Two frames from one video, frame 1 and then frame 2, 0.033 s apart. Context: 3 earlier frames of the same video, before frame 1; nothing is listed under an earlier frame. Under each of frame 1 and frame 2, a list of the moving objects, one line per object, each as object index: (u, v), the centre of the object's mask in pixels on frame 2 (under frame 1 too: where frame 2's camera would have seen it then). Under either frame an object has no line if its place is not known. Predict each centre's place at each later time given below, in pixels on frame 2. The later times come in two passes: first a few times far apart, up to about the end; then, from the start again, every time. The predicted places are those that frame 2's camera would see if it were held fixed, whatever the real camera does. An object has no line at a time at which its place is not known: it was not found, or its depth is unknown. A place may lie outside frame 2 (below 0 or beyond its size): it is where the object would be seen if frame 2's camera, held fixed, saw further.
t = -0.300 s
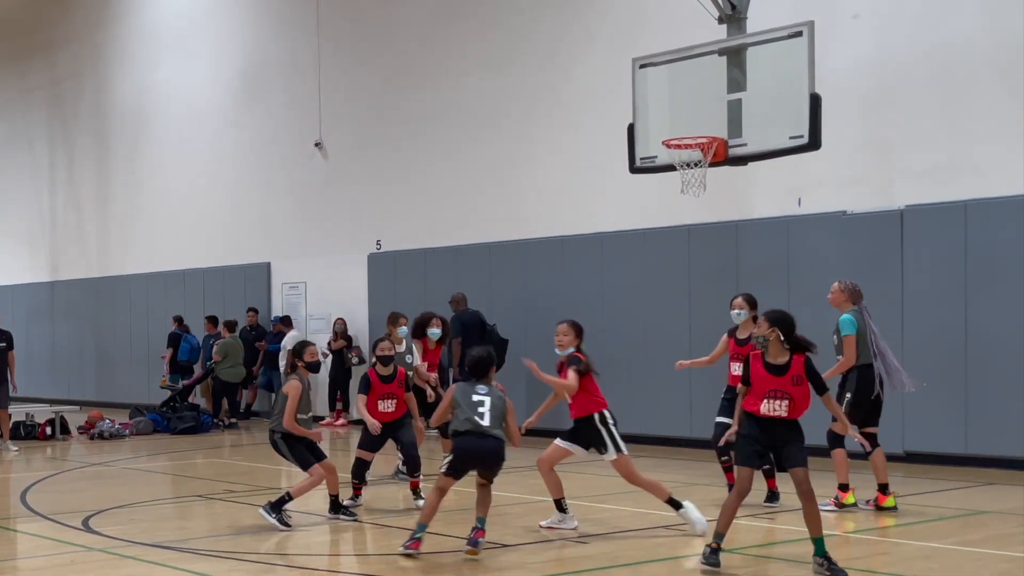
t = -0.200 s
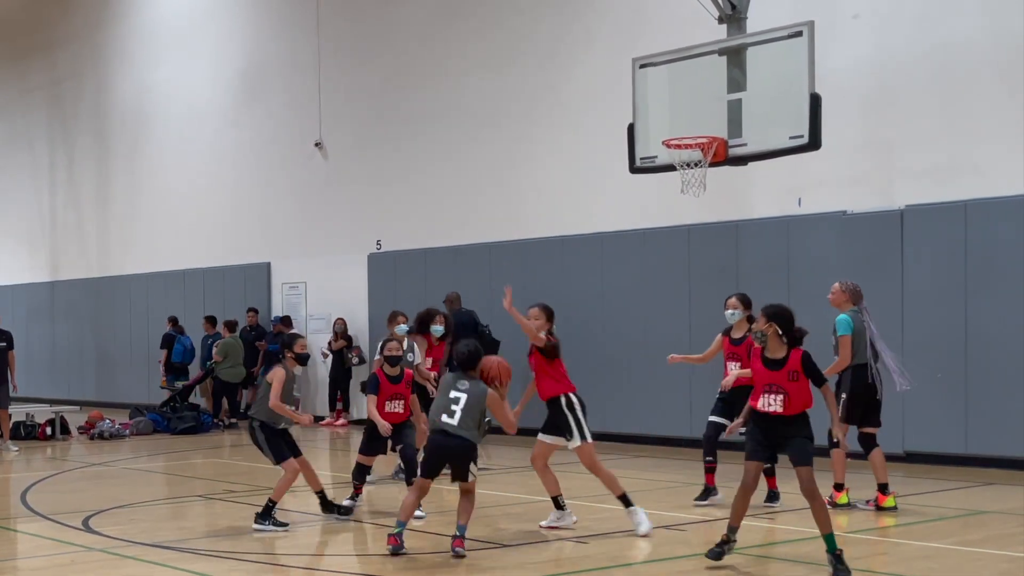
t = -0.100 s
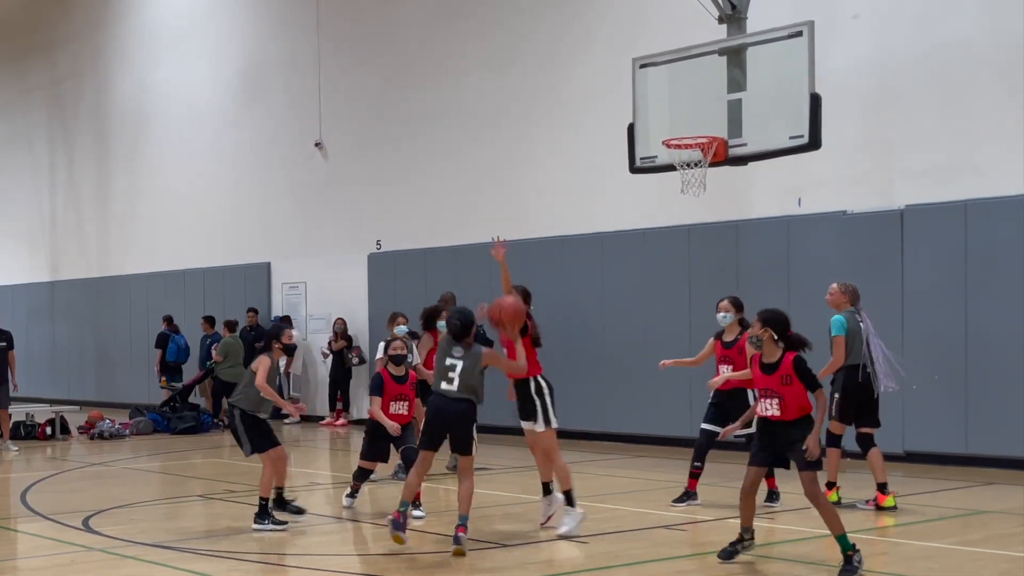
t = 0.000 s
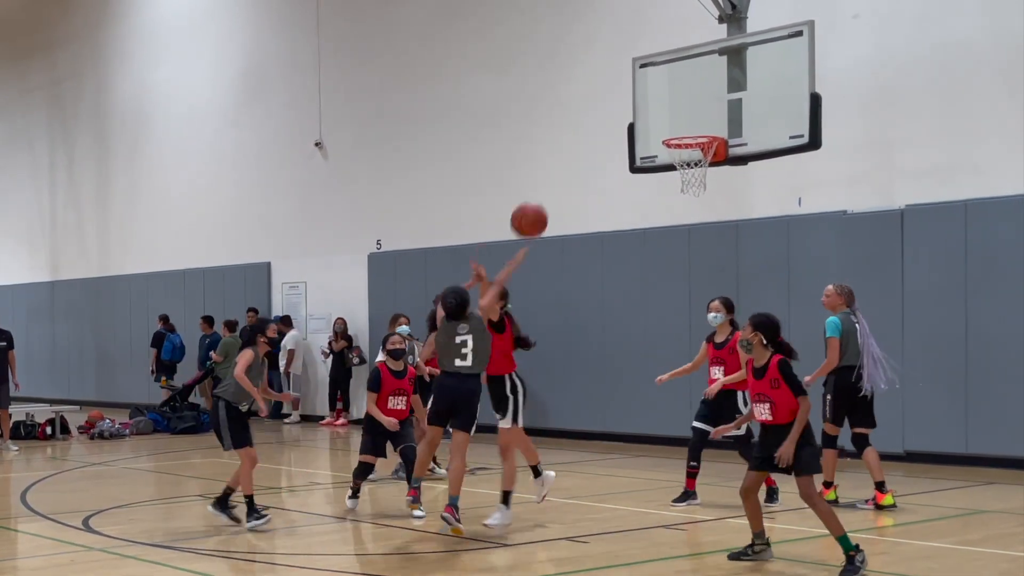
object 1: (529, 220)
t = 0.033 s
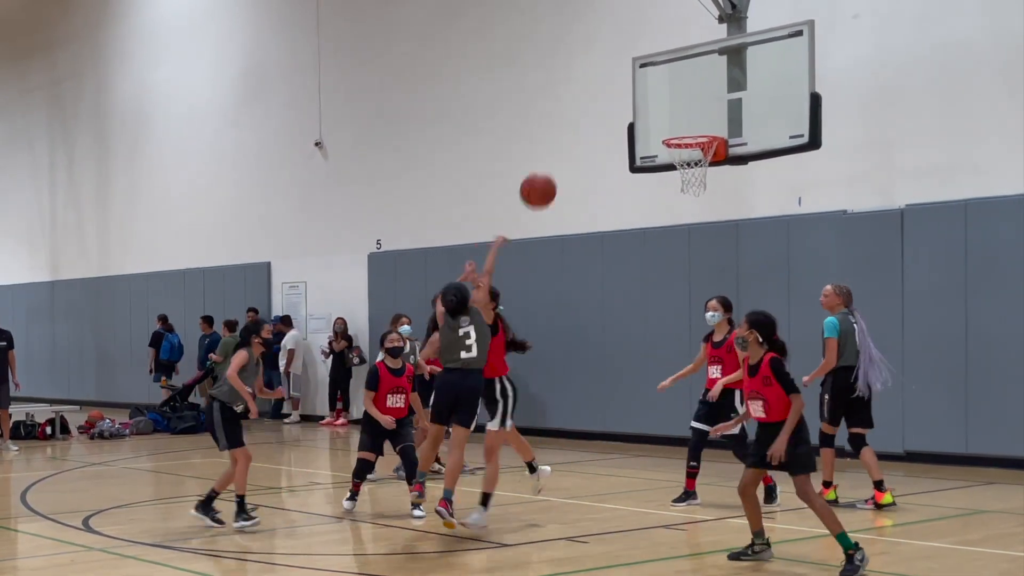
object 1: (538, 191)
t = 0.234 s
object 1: (586, 60)
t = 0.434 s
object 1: (625, 8)
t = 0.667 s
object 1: (663, 8)
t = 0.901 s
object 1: (696, 62)
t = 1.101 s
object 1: (687, 130)
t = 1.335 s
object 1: (687, 174)
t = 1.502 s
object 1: (705, 211)
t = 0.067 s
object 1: (547, 163)
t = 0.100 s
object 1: (555, 138)
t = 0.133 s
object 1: (563, 116)
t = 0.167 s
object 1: (571, 95)
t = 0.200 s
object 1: (579, 77)
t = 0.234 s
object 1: (586, 60)
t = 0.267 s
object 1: (593, 46)
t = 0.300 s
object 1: (600, 34)
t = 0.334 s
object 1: (606, 24)
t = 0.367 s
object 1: (613, 15)
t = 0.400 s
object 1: (619, 11)
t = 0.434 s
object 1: (625, 8)
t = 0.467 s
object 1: (630, 6)
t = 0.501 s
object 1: (636, 5)
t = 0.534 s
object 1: (641, 5)
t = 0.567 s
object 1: (647, 4)
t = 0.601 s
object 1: (652, 5)
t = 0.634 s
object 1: (657, 6)
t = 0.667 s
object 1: (663, 8)
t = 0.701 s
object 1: (668, 10)
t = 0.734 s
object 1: (673, 14)
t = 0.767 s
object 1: (678, 21)
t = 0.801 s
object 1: (683, 29)
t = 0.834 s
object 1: (687, 39)
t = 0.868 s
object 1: (691, 50)
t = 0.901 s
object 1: (696, 62)
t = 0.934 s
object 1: (700, 75)
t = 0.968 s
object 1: (704, 89)
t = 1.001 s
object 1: (708, 103)
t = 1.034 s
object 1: (709, 117)
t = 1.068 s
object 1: (699, 125)
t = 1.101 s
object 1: (687, 130)
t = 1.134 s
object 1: (676, 148)
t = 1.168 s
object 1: (673, 158)
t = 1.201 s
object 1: (674, 163)
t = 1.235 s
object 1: (676, 165)
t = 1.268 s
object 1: (680, 168)
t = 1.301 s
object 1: (683, 170)
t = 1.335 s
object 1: (687, 174)
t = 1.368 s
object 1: (690, 183)
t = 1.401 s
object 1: (694, 186)
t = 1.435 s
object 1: (698, 193)
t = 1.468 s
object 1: (701, 201)
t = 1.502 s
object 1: (705, 211)
